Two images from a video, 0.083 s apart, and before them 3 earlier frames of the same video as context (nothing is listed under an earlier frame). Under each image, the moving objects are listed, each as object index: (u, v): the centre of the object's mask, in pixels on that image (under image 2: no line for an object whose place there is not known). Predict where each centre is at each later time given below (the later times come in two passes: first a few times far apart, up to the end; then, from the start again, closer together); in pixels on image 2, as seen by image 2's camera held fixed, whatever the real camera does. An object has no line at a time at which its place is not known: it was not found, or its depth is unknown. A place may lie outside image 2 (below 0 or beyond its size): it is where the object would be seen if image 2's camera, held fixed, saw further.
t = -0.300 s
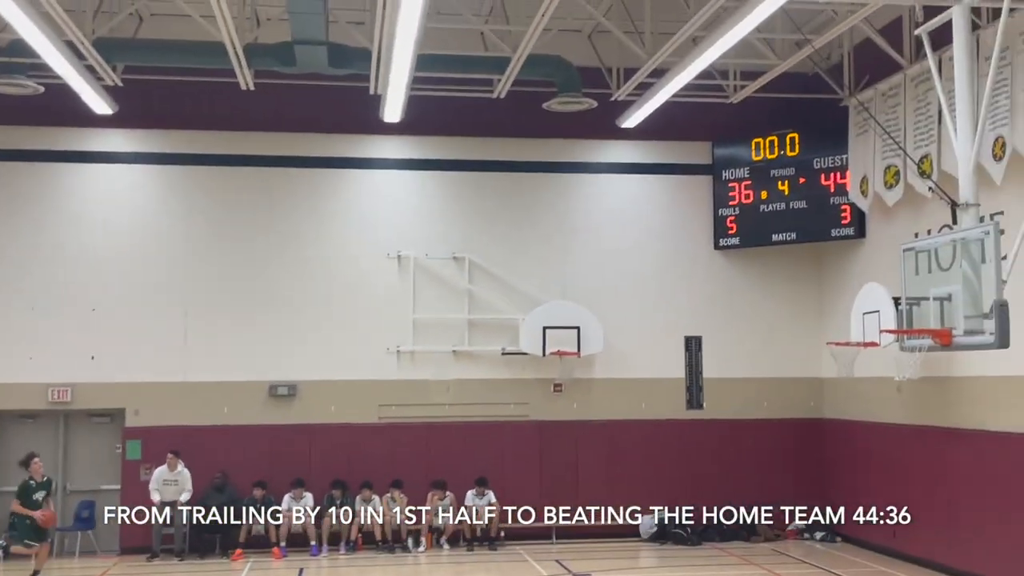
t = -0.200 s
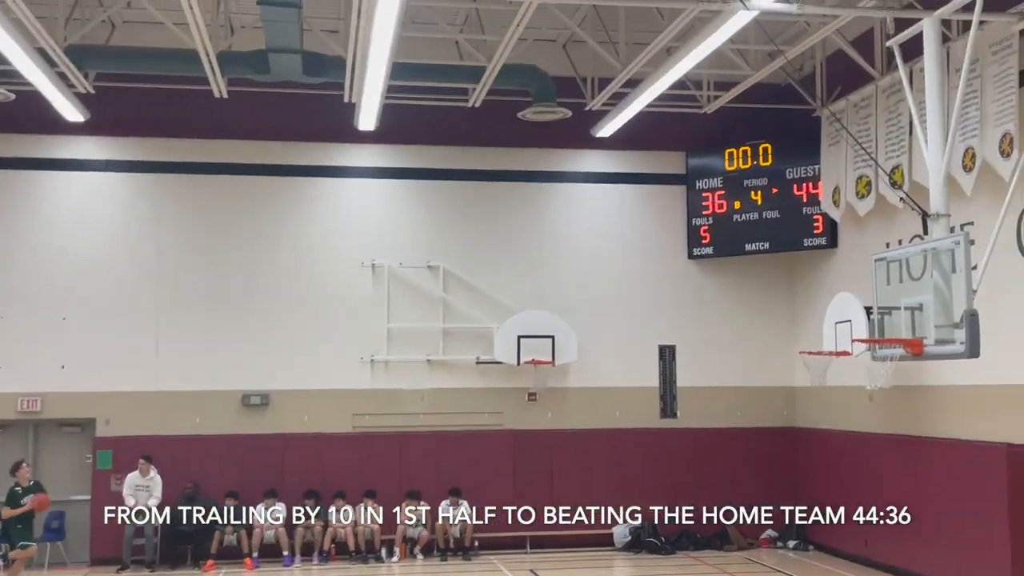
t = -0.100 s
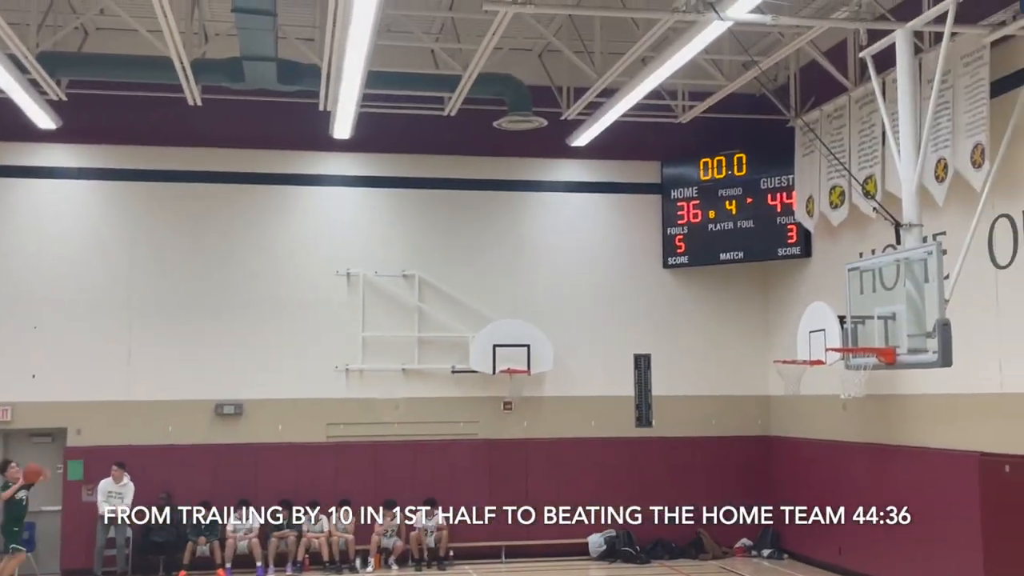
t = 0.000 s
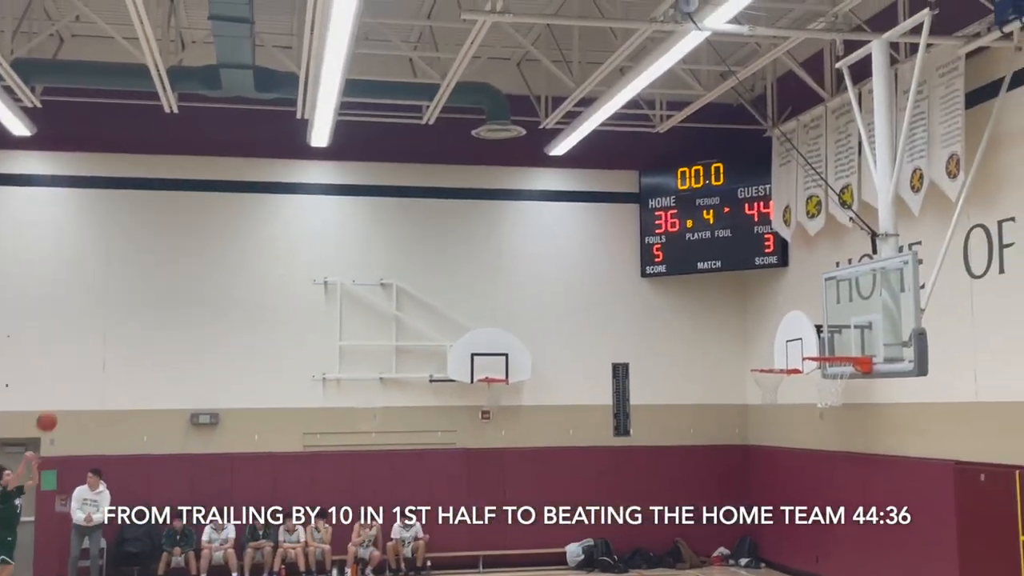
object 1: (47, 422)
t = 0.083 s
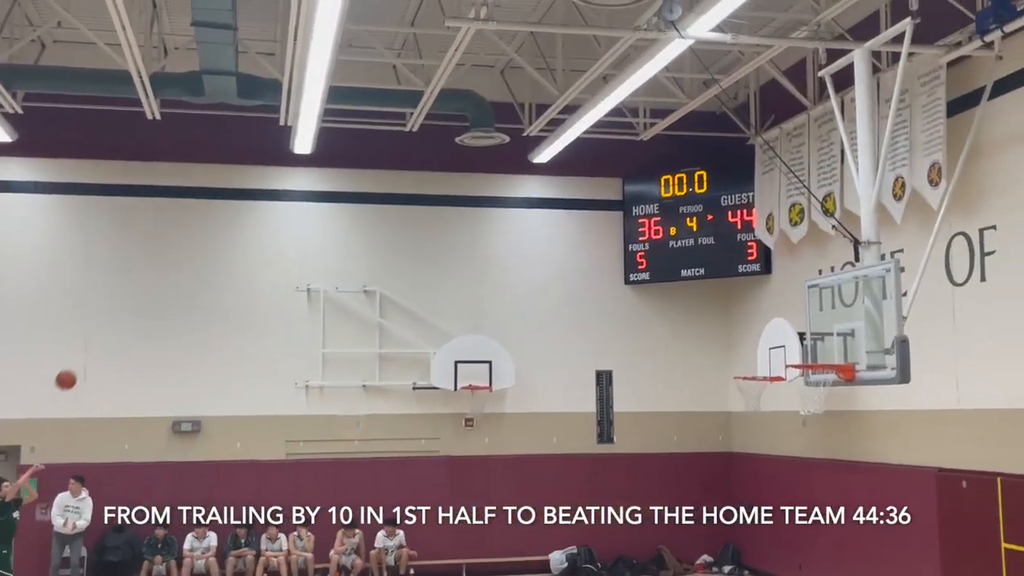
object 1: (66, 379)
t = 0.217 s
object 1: (130, 311)
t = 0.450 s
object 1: (245, 222)
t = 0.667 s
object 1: (356, 177)
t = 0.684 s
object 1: (364, 175)
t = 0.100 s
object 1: (74, 370)
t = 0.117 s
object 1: (82, 361)
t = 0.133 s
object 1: (90, 352)
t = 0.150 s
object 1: (98, 344)
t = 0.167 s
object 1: (106, 335)
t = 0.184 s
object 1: (114, 327)
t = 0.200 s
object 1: (122, 319)
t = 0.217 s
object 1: (130, 311)
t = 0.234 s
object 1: (138, 303)
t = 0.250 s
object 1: (146, 296)
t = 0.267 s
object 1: (154, 289)
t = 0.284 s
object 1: (162, 282)
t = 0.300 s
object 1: (170, 275)
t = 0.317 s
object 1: (179, 268)
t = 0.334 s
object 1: (187, 262)
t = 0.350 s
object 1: (195, 256)
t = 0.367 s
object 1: (203, 249)
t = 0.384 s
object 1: (212, 243)
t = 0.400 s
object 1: (220, 238)
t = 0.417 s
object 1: (228, 232)
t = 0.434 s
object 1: (236, 227)
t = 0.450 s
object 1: (245, 222)
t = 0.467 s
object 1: (253, 218)
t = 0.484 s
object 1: (262, 213)
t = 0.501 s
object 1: (270, 208)
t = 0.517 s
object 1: (279, 204)
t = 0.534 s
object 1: (287, 201)
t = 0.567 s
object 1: (304, 194)
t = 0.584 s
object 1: (312, 191)
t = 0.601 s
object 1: (321, 187)
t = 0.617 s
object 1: (330, 185)
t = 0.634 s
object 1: (338, 182)
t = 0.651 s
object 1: (347, 179)
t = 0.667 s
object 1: (356, 177)
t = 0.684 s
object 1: (364, 175)
